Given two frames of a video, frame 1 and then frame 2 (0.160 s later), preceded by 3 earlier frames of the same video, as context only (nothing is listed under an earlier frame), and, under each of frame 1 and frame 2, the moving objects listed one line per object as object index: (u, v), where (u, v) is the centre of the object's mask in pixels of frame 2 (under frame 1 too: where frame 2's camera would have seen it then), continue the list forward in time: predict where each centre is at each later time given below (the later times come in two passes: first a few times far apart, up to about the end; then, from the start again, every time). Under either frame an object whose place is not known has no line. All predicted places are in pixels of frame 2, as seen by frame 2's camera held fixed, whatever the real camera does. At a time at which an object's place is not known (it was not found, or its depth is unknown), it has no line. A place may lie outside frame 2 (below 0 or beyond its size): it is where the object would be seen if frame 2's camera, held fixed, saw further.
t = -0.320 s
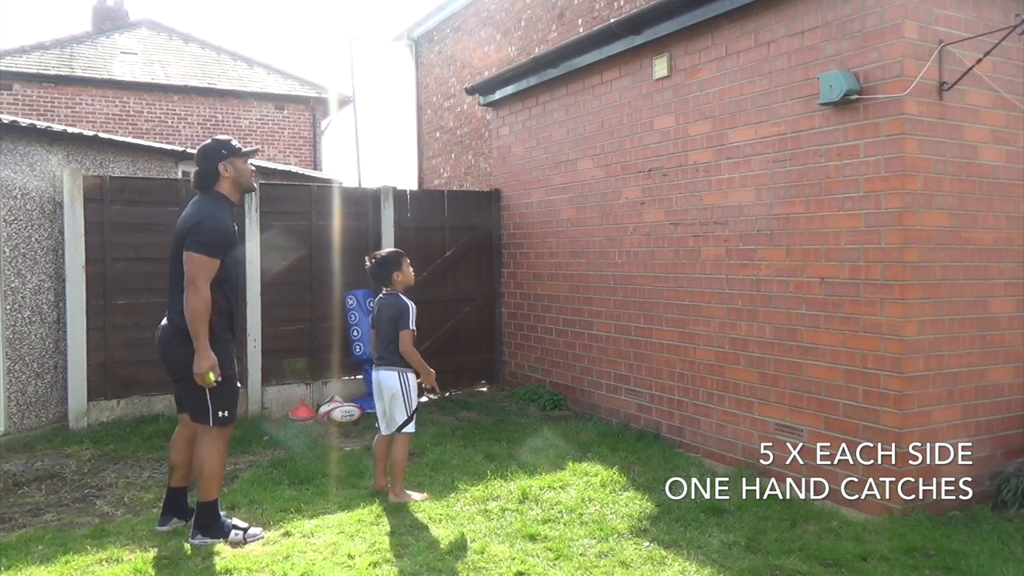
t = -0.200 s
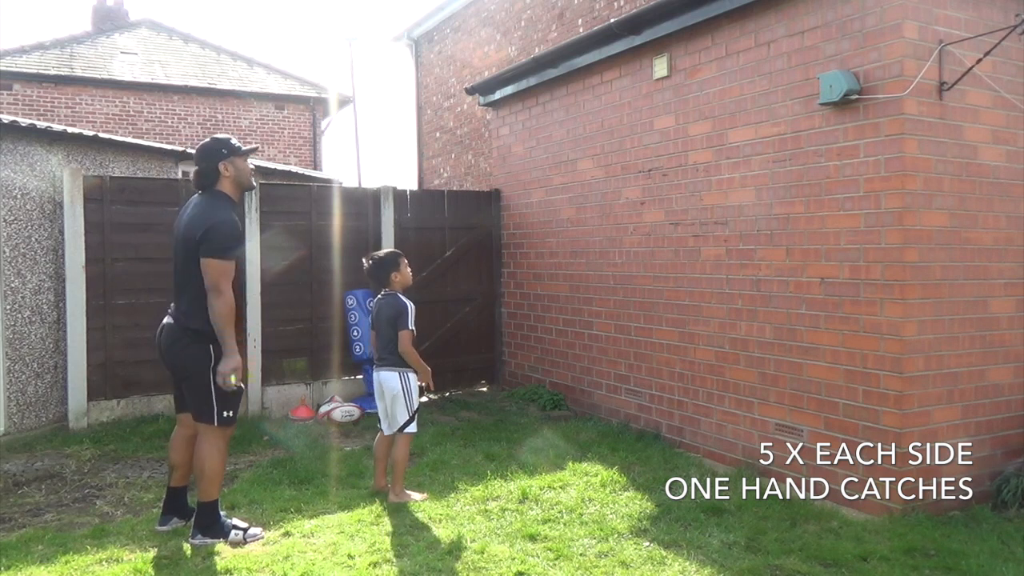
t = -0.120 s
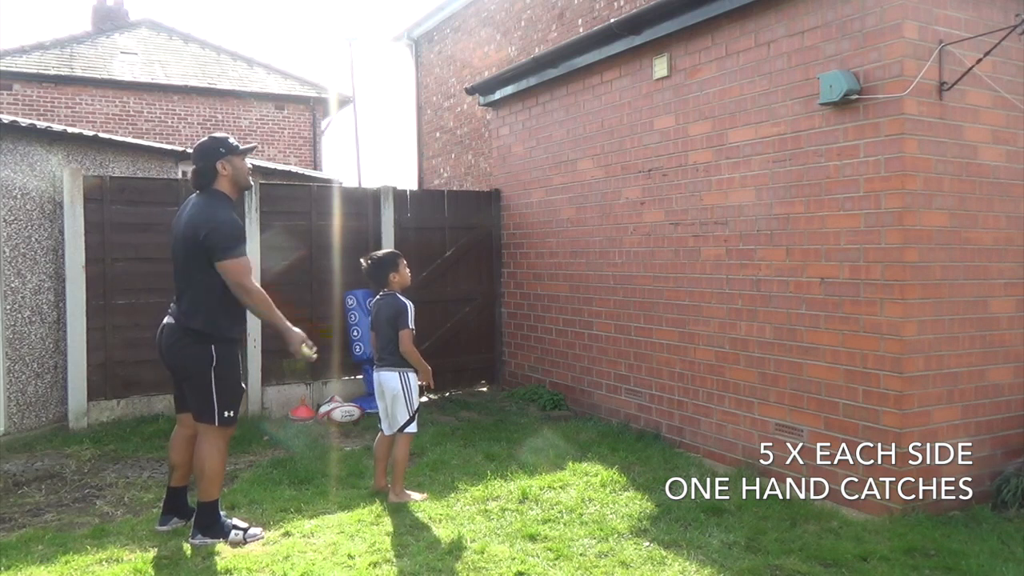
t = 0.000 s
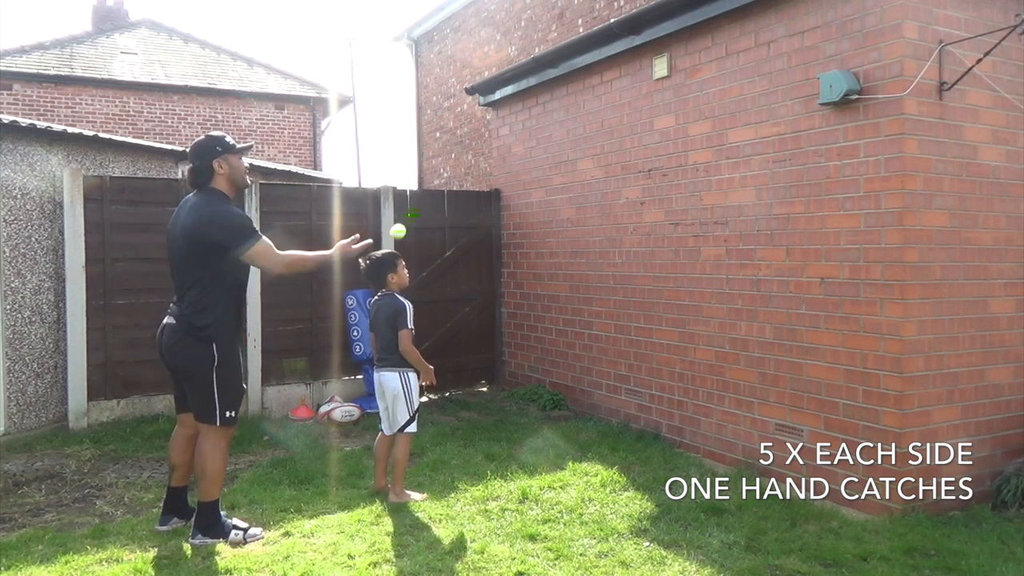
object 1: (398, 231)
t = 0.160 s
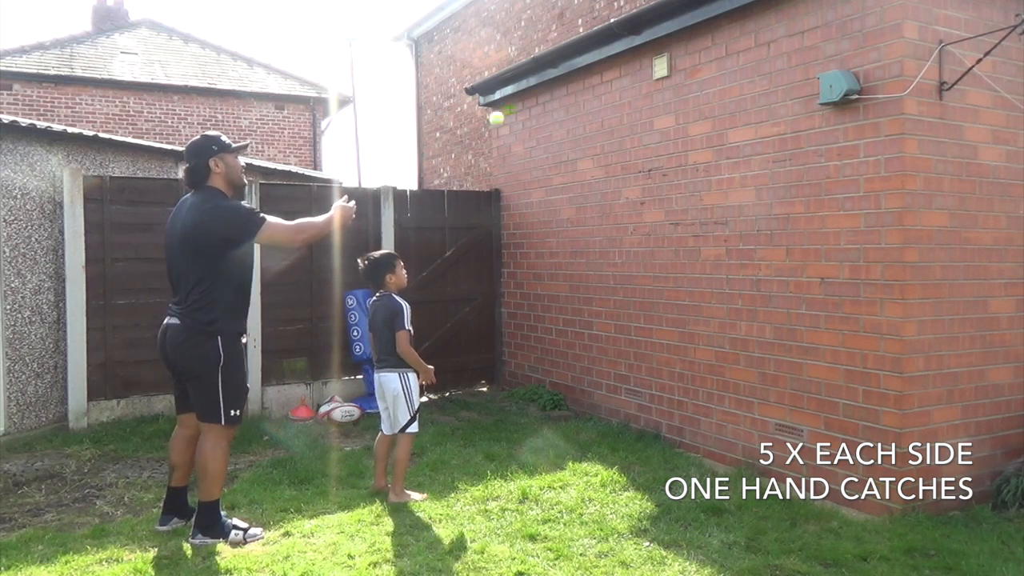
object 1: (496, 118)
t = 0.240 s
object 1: (541, 85)
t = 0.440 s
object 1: (639, 60)
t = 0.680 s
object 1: (642, 96)
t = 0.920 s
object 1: (548, 217)
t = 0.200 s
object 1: (519, 100)
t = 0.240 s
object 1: (541, 85)
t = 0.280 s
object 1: (562, 74)
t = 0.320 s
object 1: (583, 66)
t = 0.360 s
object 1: (602, 61)
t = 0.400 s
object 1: (621, 59)
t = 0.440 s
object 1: (639, 60)
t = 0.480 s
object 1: (658, 63)
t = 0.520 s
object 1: (675, 70)
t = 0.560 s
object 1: (686, 77)
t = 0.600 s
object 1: (671, 80)
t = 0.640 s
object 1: (657, 87)
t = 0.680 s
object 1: (642, 96)
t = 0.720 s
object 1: (627, 108)
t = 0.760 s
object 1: (612, 124)
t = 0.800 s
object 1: (596, 142)
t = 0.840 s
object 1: (580, 164)
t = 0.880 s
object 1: (564, 189)
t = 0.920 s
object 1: (548, 217)
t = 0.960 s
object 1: (532, 249)
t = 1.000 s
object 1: (515, 284)
